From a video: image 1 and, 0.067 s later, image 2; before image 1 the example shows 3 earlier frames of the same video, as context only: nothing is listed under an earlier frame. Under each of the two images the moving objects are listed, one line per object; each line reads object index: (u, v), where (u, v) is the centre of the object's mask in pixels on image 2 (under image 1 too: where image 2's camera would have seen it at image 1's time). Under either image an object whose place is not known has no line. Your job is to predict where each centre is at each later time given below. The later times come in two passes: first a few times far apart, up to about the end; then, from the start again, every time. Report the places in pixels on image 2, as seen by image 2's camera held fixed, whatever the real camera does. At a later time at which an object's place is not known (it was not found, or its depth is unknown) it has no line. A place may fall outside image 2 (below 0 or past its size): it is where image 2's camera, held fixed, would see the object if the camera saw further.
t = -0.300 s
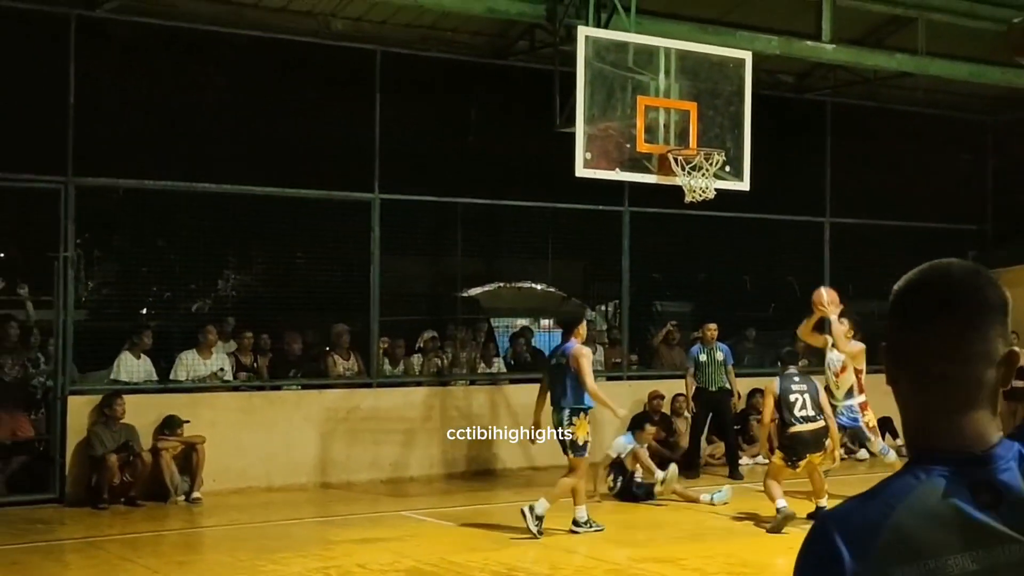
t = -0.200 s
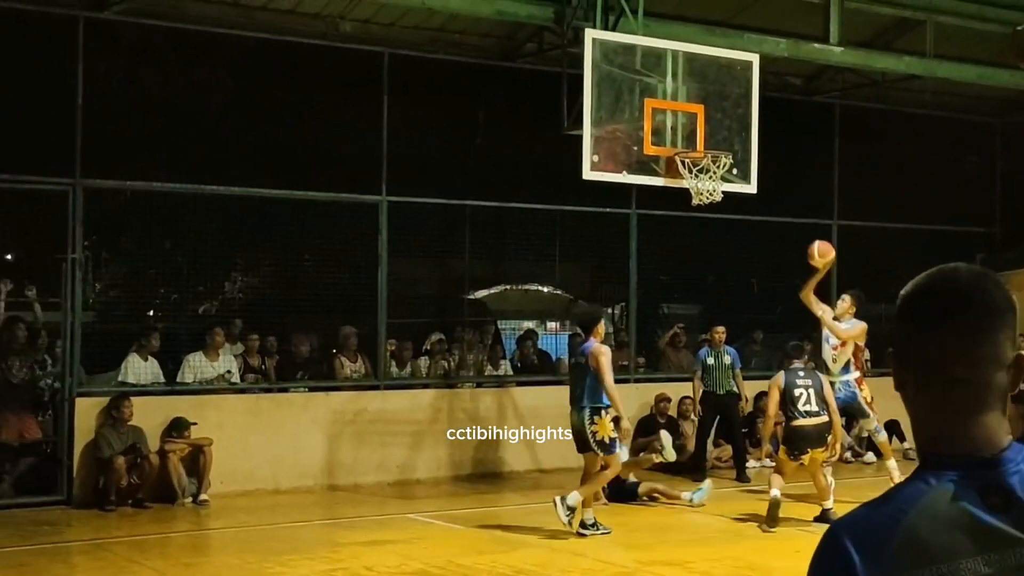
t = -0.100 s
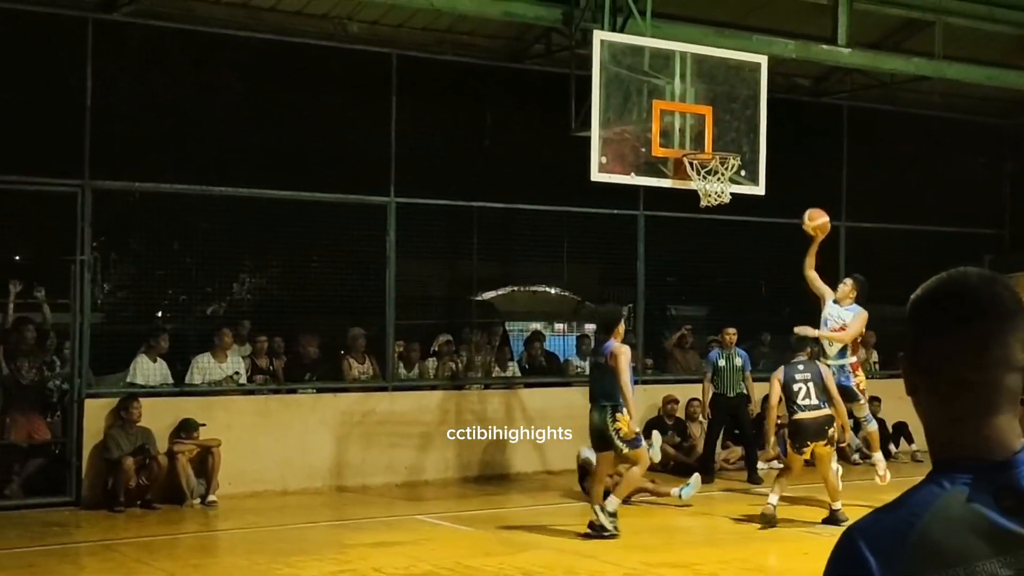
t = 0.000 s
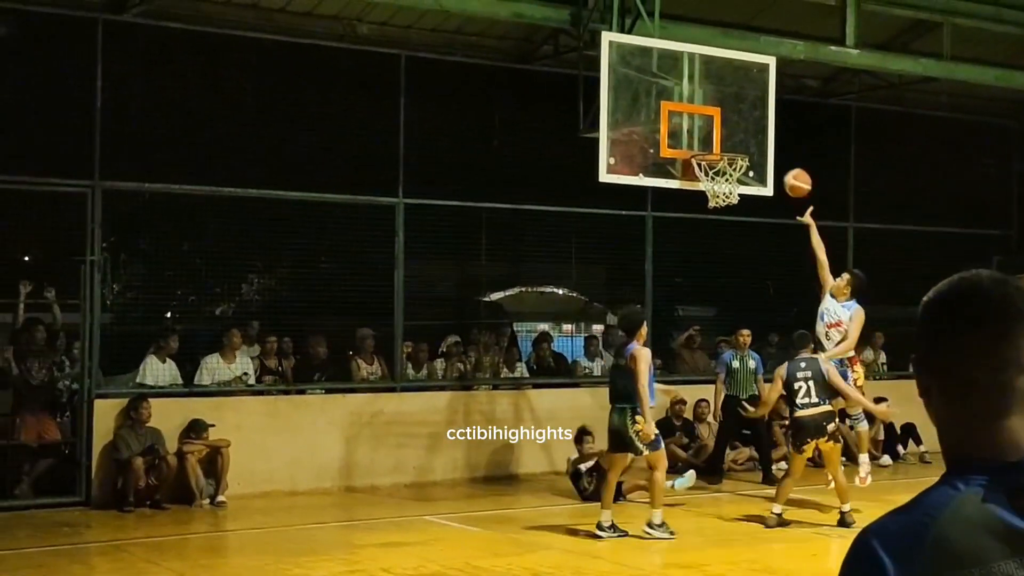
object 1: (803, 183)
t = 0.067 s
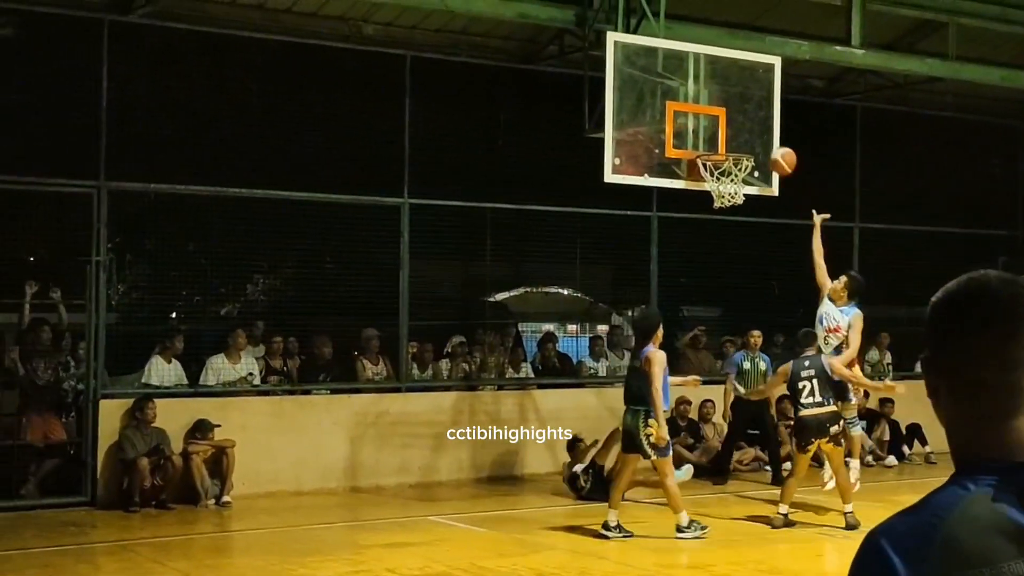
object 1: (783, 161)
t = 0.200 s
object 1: (742, 130)
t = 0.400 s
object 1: (718, 132)
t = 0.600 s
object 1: (729, 146)
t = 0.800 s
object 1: (728, 147)
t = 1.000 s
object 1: (716, 157)
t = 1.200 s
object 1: (737, 172)
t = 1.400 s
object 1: (740, 193)
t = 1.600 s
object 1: (729, 242)
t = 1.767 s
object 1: (719, 316)
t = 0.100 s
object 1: (773, 151)
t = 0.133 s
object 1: (762, 143)
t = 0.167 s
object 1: (752, 137)
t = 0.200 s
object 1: (742, 130)
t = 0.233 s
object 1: (732, 126)
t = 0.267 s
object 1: (730, 125)
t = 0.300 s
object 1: (726, 125)
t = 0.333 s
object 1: (724, 126)
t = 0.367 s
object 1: (721, 128)
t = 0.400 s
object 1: (718, 132)
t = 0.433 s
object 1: (714, 137)
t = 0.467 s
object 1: (712, 141)
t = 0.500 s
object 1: (710, 146)
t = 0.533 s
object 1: (716, 145)
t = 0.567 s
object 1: (722, 146)
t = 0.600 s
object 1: (729, 146)
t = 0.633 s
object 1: (733, 146)
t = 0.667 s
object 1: (739, 148)
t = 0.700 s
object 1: (741, 148)
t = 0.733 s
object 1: (737, 147)
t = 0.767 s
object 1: (734, 147)
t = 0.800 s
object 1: (728, 147)
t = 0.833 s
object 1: (722, 154)
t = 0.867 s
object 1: (719, 154)
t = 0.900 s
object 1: (715, 154)
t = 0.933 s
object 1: (712, 156)
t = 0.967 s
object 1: (713, 157)
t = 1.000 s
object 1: (716, 157)
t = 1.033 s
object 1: (718, 160)
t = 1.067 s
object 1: (724, 162)
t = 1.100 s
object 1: (726, 166)
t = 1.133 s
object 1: (730, 170)
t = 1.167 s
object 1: (735, 170)
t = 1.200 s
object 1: (737, 172)
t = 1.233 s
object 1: (739, 173)
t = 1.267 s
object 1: (741, 178)
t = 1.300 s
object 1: (742, 177)
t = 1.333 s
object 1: (741, 179)
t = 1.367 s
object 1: (742, 182)
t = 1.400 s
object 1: (740, 193)
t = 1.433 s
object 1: (739, 206)
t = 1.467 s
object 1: (736, 209)
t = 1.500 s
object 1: (734, 216)
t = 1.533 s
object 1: (731, 221)
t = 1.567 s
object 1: (730, 231)
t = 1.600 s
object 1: (729, 242)
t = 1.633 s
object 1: (727, 254)
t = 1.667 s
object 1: (724, 268)
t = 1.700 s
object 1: (723, 283)
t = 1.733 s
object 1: (721, 299)
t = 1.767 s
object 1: (719, 316)
